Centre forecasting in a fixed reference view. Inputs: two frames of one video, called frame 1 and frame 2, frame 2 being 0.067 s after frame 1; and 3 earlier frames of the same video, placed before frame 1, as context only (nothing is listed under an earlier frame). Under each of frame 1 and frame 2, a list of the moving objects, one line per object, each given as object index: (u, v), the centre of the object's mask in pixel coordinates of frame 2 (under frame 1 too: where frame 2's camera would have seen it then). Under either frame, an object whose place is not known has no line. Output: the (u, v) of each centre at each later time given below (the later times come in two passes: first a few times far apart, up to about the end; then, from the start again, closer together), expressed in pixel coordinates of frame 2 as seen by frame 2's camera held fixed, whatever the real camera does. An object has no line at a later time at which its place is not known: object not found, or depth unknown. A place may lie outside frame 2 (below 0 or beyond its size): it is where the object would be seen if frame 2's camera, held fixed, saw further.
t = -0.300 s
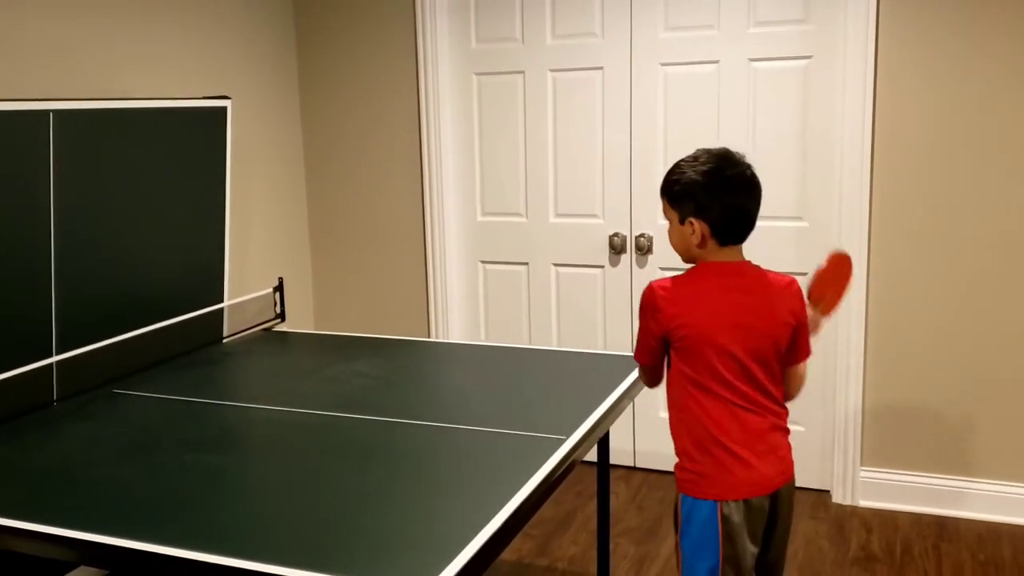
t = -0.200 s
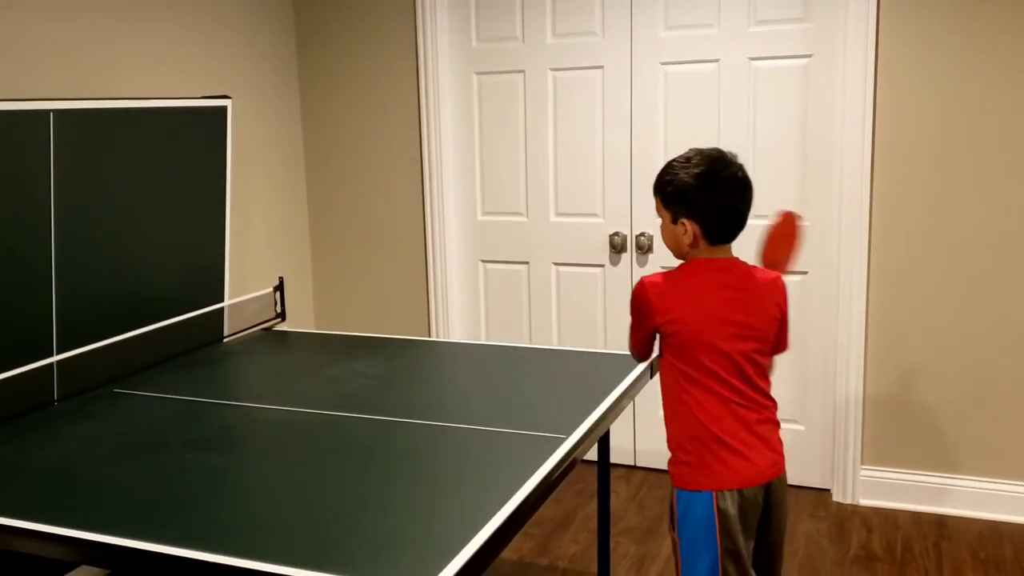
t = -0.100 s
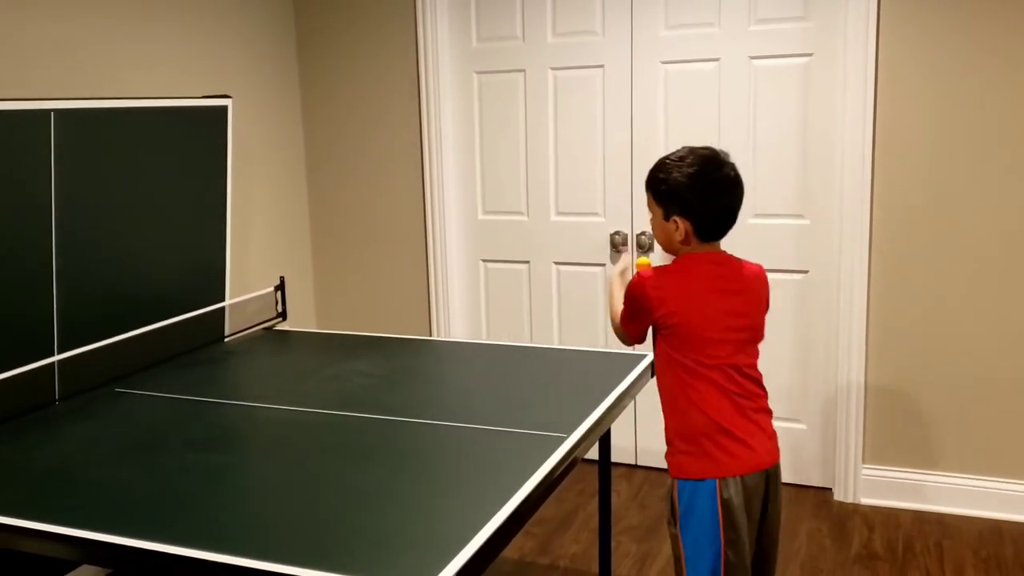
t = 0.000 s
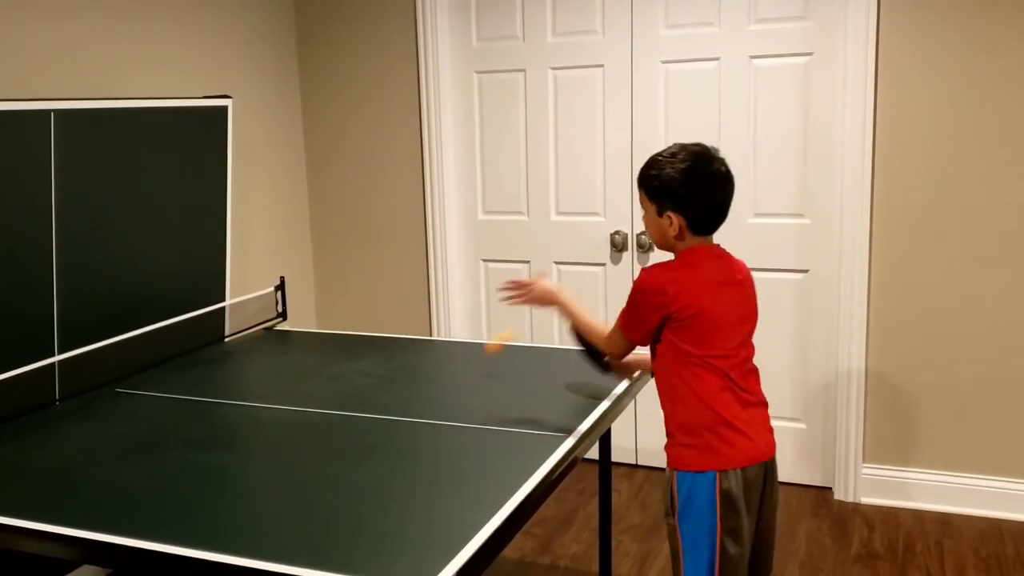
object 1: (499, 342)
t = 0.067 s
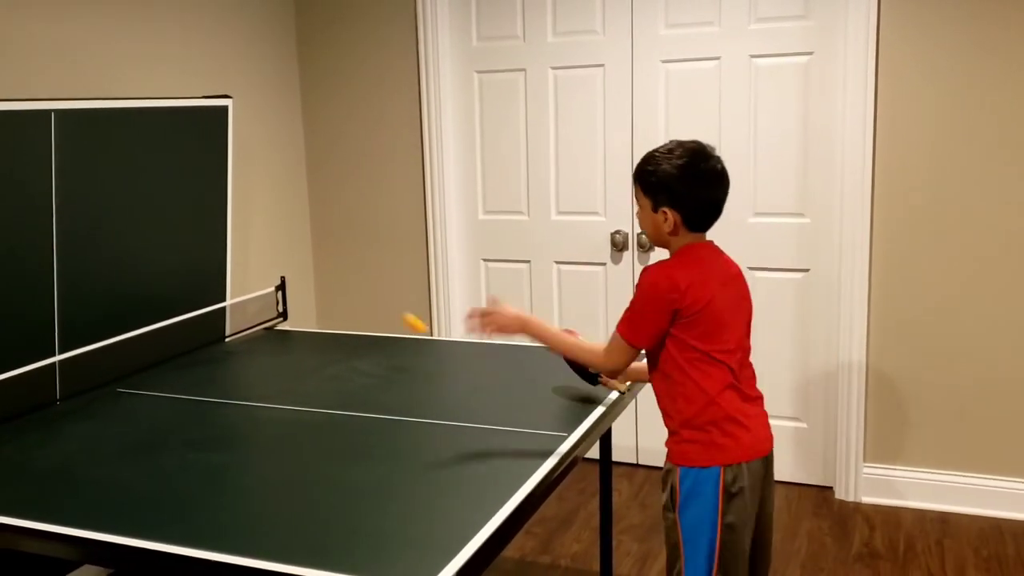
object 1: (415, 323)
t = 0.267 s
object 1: (216, 230)
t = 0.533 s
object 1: (295, 322)
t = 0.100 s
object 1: (379, 297)
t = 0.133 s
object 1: (344, 275)
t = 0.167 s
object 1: (311, 257)
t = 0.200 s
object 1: (279, 244)
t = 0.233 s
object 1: (248, 235)
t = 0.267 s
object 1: (216, 230)
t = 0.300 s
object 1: (188, 229)
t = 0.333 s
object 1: (161, 231)
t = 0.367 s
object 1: (174, 237)
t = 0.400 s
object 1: (198, 247)
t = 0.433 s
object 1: (219, 259)
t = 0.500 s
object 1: (272, 299)
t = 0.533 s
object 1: (295, 322)
